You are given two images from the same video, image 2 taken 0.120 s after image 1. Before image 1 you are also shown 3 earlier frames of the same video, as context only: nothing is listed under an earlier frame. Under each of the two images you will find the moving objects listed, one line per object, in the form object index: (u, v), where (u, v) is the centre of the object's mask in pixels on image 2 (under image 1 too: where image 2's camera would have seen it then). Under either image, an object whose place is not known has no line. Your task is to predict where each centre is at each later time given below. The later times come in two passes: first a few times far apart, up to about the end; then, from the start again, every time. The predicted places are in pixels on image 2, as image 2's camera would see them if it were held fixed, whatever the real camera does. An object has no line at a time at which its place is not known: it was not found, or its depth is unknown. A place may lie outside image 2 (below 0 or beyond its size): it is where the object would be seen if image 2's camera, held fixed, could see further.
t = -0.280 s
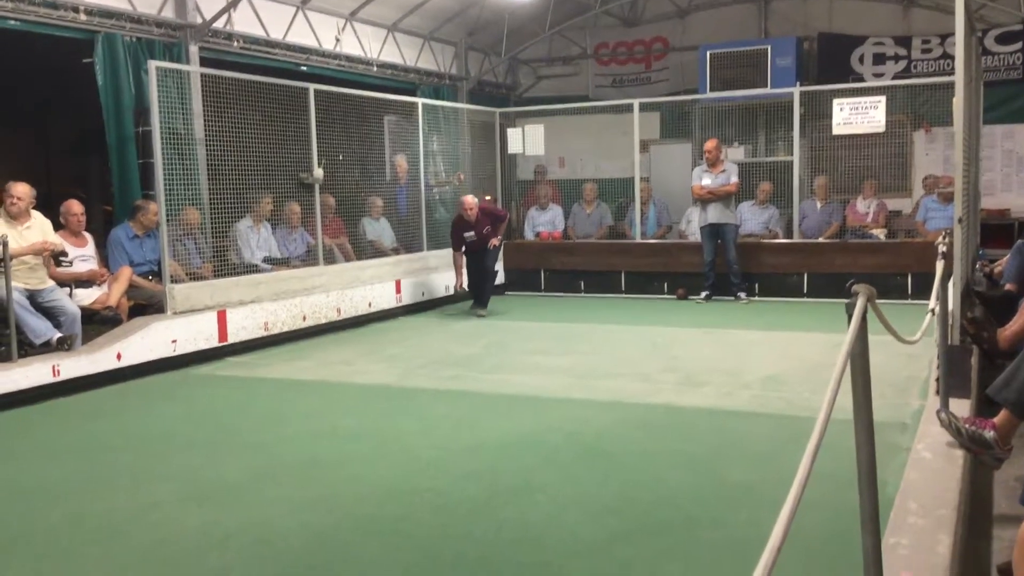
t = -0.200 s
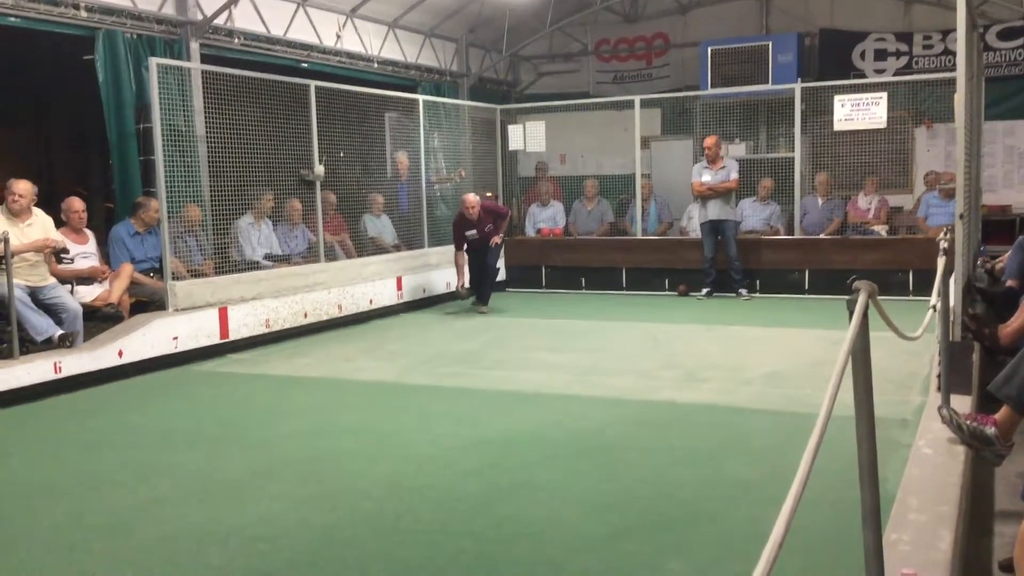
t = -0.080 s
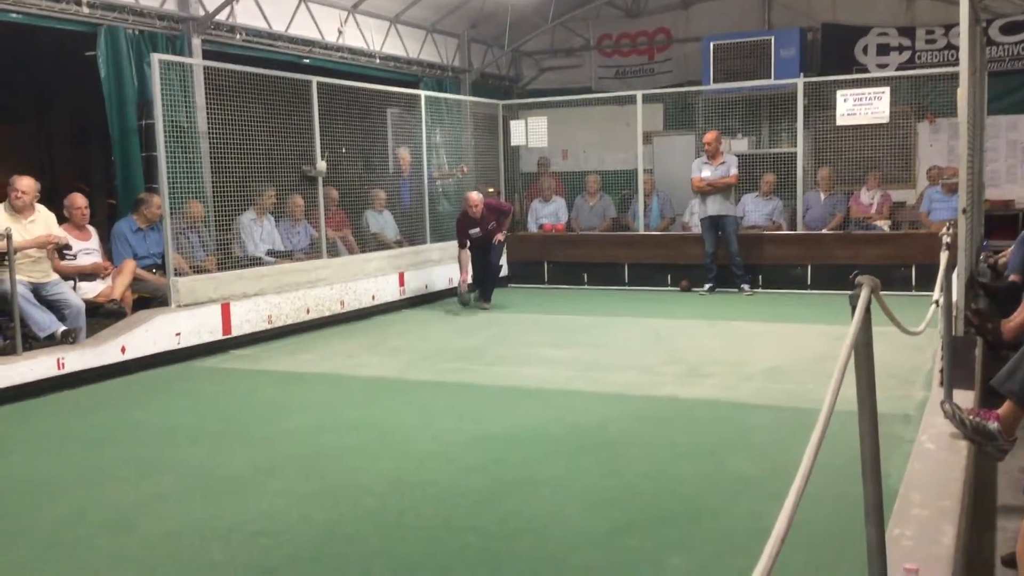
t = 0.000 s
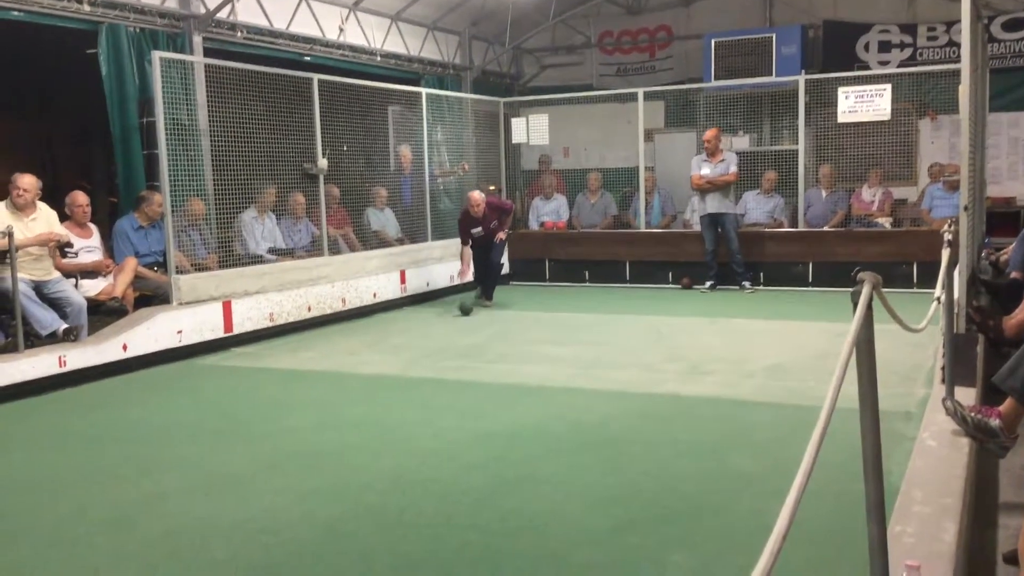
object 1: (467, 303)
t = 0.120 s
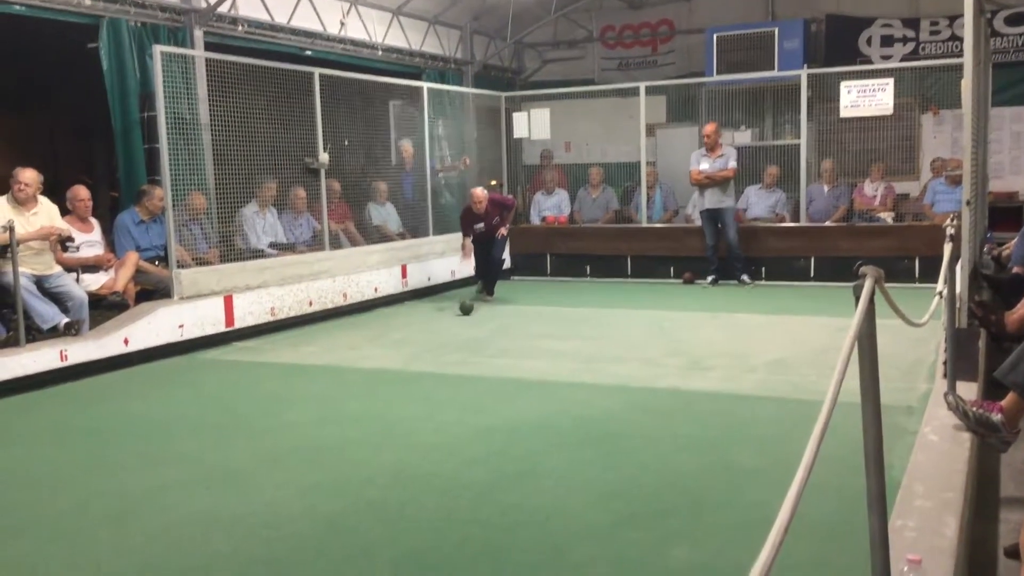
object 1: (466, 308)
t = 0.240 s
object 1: (466, 313)
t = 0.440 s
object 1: (465, 321)
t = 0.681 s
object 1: (464, 333)
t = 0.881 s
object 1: (463, 344)
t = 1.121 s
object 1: (461, 358)
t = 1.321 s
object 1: (459, 373)
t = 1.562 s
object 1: (457, 393)
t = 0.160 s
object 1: (466, 309)
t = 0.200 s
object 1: (466, 311)
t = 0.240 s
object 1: (466, 313)
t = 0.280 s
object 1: (465, 314)
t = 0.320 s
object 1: (465, 316)
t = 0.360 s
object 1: (465, 318)
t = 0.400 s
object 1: (465, 319)
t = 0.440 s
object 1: (465, 321)
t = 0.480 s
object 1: (465, 323)
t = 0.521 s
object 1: (465, 325)
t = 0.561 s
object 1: (464, 327)
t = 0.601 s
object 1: (464, 329)
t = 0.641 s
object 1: (464, 331)
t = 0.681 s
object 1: (464, 333)
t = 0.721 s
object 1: (464, 335)
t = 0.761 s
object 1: (463, 337)
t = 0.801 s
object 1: (463, 339)
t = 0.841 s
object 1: (463, 341)
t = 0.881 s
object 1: (463, 344)
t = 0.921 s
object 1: (463, 346)
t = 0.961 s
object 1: (462, 348)
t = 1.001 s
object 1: (462, 351)
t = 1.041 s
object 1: (462, 353)
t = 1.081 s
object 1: (461, 356)
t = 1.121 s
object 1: (461, 358)
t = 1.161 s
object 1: (461, 361)
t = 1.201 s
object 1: (460, 364)
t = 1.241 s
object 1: (460, 367)
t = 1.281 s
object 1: (460, 370)
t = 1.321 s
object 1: (459, 373)
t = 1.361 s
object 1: (459, 376)
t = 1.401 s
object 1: (459, 379)
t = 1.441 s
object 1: (458, 382)
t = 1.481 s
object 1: (458, 386)
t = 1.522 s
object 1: (458, 389)
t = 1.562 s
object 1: (457, 393)
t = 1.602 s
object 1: (456, 397)
